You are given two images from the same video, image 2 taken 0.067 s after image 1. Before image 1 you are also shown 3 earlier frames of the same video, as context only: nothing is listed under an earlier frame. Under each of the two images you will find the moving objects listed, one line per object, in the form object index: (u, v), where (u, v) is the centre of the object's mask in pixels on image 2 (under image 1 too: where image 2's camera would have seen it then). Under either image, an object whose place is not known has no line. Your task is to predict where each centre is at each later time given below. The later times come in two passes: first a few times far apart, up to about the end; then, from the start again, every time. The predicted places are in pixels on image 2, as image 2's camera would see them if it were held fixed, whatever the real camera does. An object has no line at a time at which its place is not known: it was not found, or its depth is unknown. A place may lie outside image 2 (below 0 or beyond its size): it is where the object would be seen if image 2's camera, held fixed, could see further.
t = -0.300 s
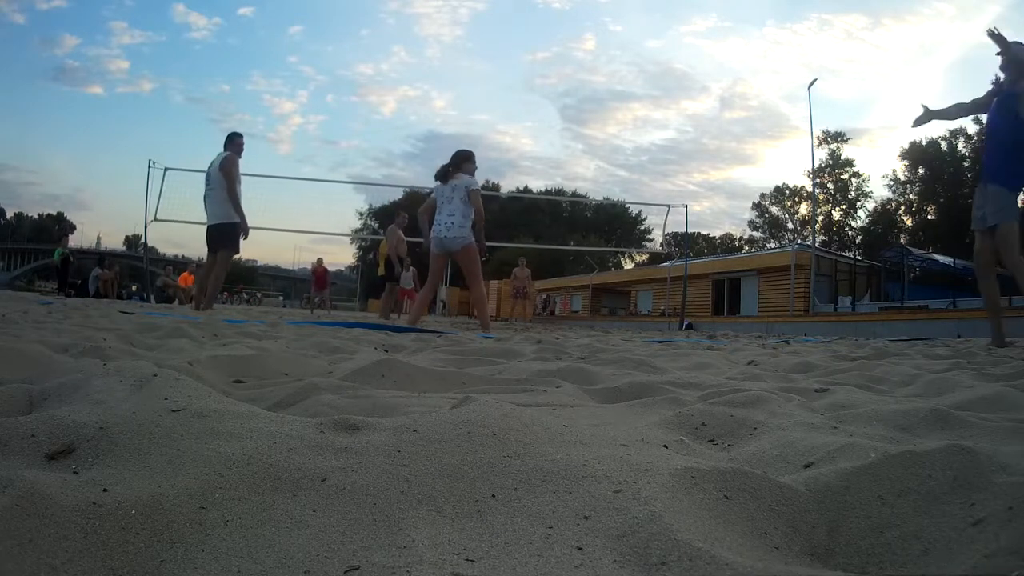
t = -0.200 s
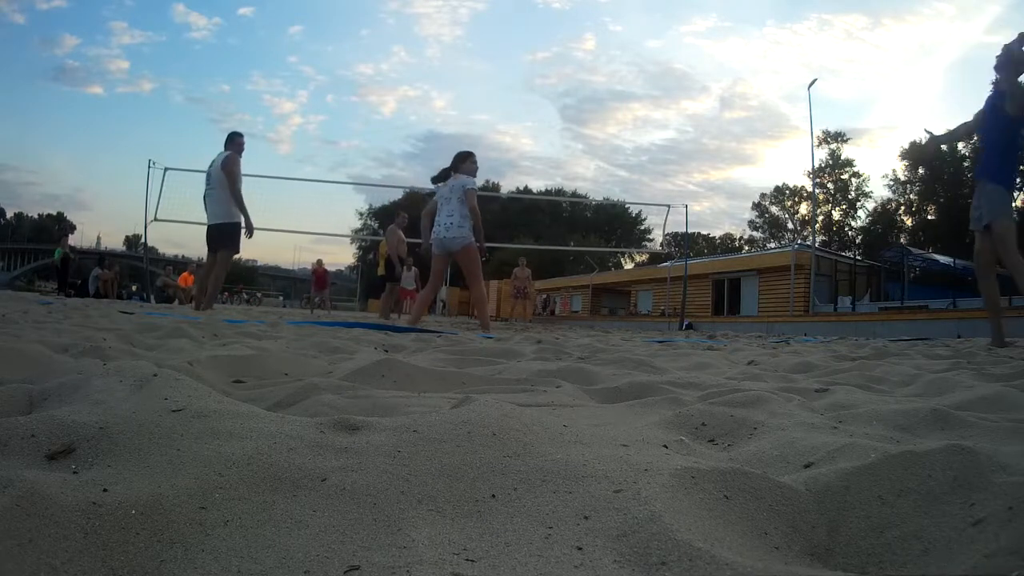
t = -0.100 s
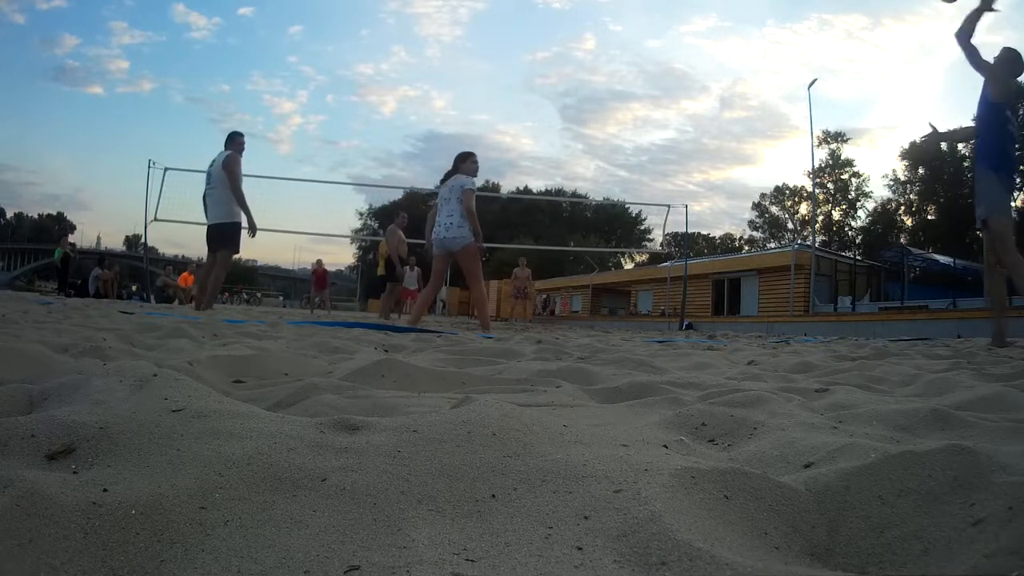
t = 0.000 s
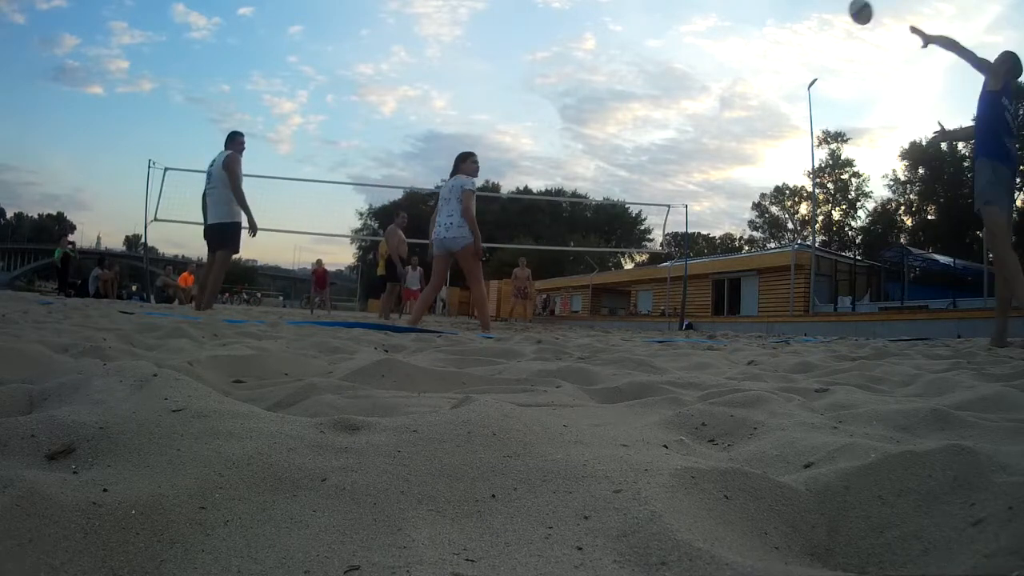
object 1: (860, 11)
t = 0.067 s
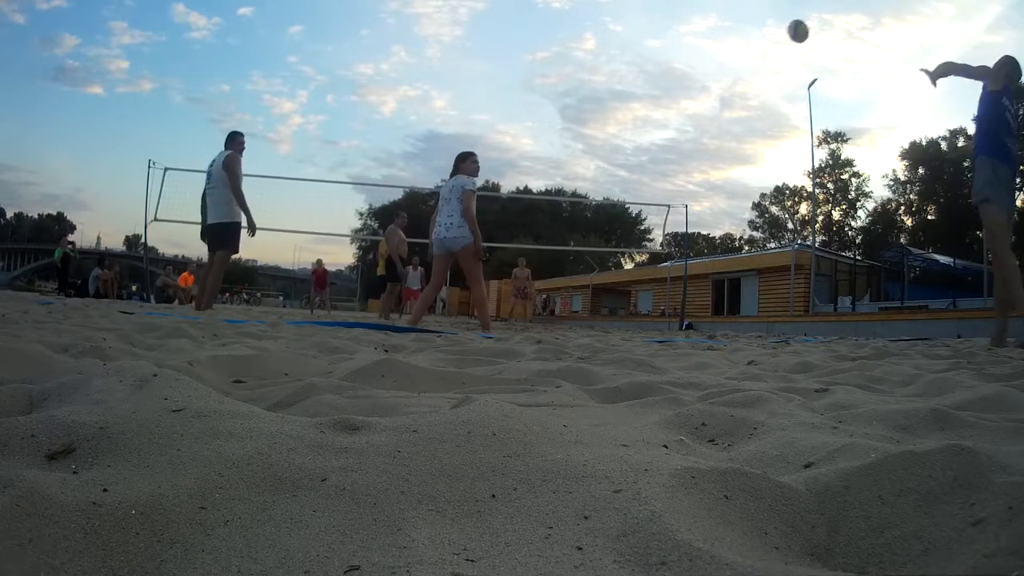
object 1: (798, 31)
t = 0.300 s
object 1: (668, 96)
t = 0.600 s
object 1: (589, 170)
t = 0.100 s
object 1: (772, 41)
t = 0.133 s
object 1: (749, 51)
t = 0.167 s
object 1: (729, 60)
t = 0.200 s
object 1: (711, 70)
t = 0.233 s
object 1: (695, 79)
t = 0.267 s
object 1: (681, 88)
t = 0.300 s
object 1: (668, 96)
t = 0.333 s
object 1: (656, 104)
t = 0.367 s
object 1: (646, 112)
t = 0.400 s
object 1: (636, 120)
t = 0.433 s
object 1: (626, 128)
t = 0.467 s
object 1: (618, 136)
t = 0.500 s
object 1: (610, 145)
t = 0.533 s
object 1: (603, 153)
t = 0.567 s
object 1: (595, 161)
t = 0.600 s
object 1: (589, 170)
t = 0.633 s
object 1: (583, 179)
